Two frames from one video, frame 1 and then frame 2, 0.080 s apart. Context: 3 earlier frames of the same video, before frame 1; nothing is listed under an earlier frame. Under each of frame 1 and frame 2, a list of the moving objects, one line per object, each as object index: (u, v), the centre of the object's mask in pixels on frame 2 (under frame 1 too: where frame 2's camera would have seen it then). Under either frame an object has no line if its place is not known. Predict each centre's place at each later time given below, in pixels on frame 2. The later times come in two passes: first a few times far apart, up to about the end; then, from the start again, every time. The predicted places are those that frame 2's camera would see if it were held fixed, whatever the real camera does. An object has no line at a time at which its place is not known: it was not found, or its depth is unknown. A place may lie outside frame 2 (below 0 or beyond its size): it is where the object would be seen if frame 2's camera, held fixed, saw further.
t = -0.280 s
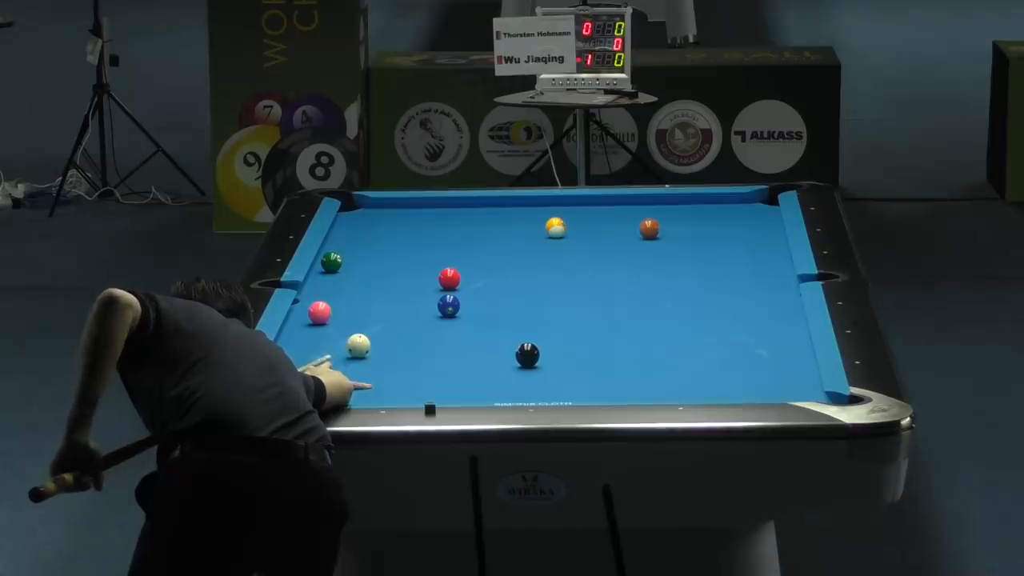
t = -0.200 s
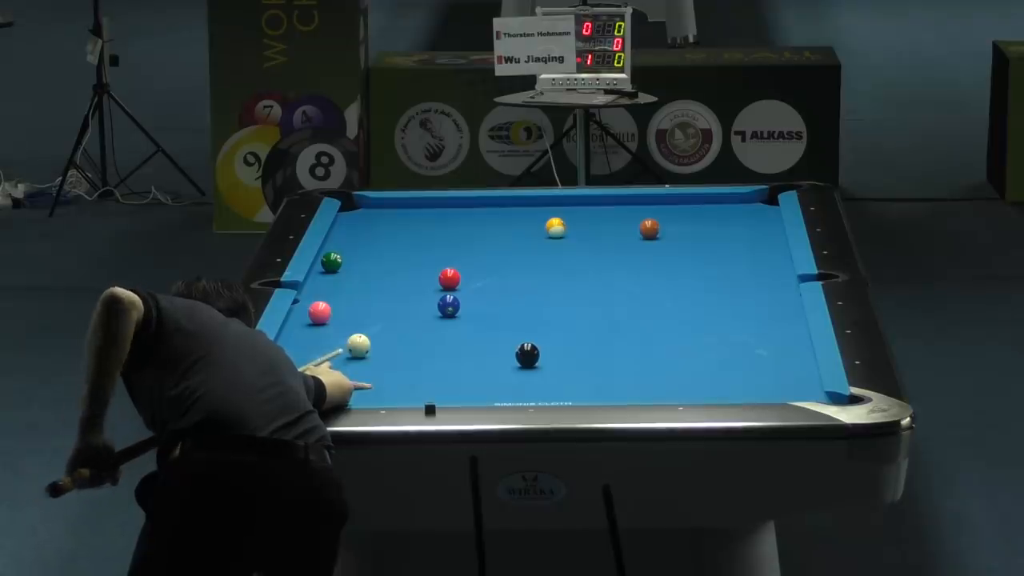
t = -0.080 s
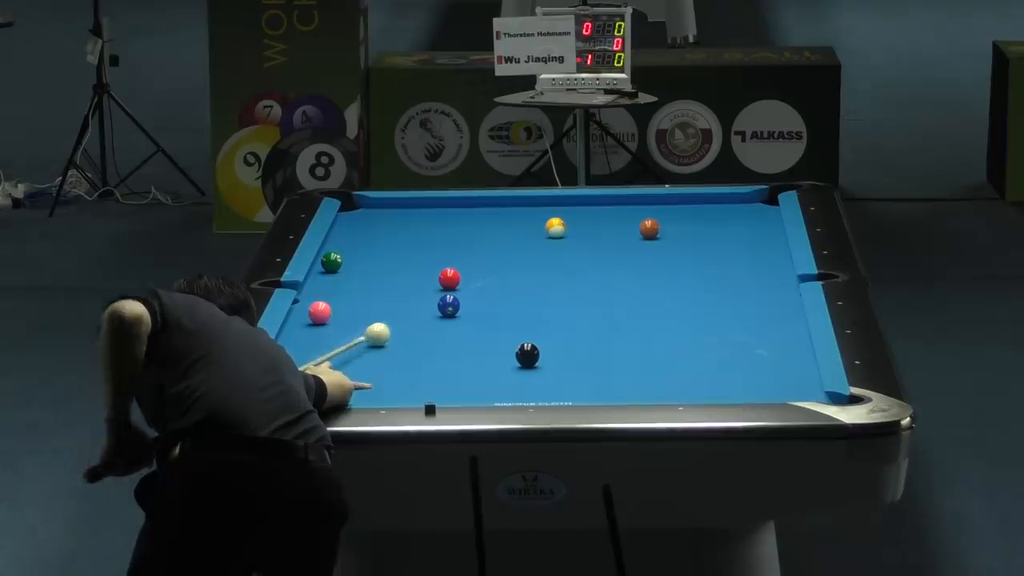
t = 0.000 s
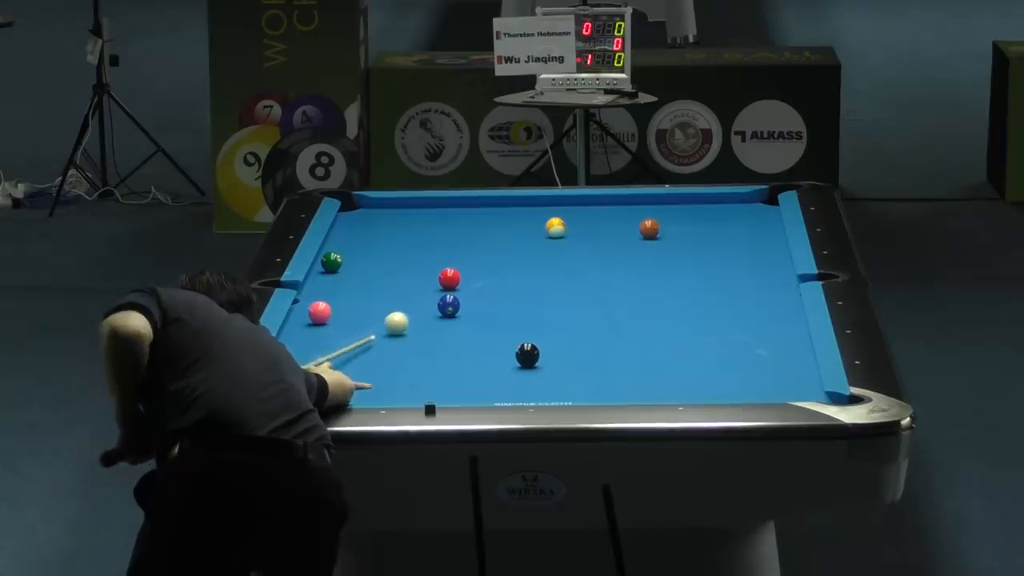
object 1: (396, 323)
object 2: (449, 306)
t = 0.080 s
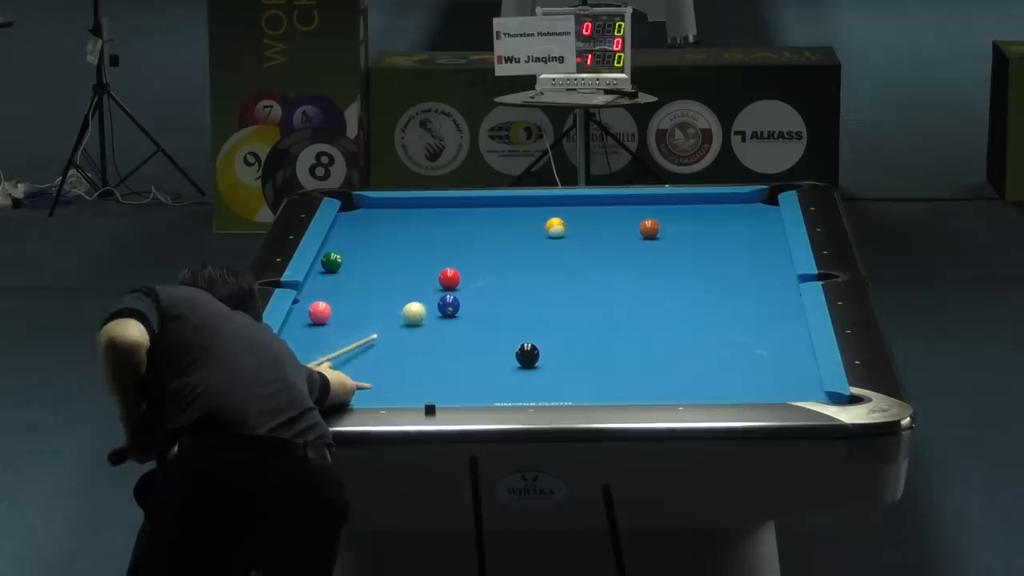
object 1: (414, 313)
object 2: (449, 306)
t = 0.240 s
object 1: (424, 296)
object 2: (470, 305)
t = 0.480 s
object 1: (424, 272)
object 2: (511, 302)
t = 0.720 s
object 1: (426, 250)
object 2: (550, 299)
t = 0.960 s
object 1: (426, 230)
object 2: (587, 297)
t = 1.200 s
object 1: (426, 212)
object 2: (622, 294)
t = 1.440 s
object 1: (419, 206)
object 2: (655, 293)
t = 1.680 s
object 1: (402, 216)
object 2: (687, 291)
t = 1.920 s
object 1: (385, 226)
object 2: (716, 289)
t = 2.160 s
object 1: (367, 236)
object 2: (743, 287)
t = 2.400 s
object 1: (350, 246)
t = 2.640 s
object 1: (335, 251)
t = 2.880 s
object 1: (328, 254)
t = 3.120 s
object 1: (336, 257)
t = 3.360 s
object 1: (341, 260)
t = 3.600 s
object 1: (345, 262)
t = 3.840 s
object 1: (348, 263)
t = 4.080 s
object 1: (350, 264)
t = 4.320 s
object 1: (350, 264)
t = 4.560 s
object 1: (350, 264)
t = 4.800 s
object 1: (350, 264)
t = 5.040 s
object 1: (350, 264)
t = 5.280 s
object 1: (350, 264)
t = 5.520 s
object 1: (350, 264)
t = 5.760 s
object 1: (350, 264)
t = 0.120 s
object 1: (422, 308)
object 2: (449, 306)
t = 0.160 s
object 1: (424, 304)
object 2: (454, 306)
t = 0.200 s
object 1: (424, 300)
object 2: (463, 305)
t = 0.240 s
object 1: (424, 296)
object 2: (470, 305)
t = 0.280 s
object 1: (424, 292)
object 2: (476, 304)
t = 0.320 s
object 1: (424, 288)
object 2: (484, 304)
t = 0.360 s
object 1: (424, 284)
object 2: (491, 303)
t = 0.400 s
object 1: (424, 280)
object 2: (497, 303)
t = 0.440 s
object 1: (425, 276)
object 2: (504, 302)
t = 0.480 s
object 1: (424, 272)
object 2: (511, 302)
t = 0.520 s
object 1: (425, 268)
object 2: (518, 301)
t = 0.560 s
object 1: (425, 265)
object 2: (525, 301)
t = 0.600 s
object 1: (425, 261)
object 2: (531, 300)
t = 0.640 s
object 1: (425, 258)
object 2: (537, 300)
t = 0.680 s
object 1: (425, 254)
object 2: (544, 299)
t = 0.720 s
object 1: (426, 250)
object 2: (550, 299)
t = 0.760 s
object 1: (426, 247)
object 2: (557, 299)
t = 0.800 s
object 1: (426, 243)
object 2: (563, 299)
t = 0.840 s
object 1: (426, 240)
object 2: (569, 298)
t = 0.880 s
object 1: (426, 236)
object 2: (576, 298)
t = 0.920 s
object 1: (426, 233)
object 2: (581, 297)
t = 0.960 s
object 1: (426, 230)
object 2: (587, 297)
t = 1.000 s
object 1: (426, 227)
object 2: (593, 296)
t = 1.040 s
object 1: (426, 224)
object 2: (599, 296)
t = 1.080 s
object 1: (427, 220)
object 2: (605, 296)
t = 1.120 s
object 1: (427, 217)
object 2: (611, 295)
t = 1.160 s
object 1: (426, 214)
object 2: (616, 295)
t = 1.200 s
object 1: (426, 212)
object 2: (622, 294)
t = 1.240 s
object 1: (426, 209)
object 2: (628, 294)
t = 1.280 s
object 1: (426, 206)
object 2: (633, 294)
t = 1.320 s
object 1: (427, 203)
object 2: (639, 294)
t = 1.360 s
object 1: (426, 202)
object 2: (644, 293)
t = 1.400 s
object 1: (422, 204)
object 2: (650, 293)
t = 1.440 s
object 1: (419, 206)
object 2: (655, 293)
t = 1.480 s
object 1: (417, 207)
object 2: (661, 292)
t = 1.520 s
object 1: (414, 209)
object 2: (666, 292)
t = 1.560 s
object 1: (411, 211)
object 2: (671, 291)
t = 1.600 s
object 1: (408, 212)
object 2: (676, 291)
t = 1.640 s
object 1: (405, 214)
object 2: (681, 291)
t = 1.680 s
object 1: (402, 216)
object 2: (687, 291)
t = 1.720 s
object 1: (399, 217)
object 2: (692, 290)
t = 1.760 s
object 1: (396, 219)
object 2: (696, 290)
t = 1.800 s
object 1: (393, 220)
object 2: (701, 289)
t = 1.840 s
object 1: (390, 222)
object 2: (706, 289)
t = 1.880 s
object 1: (388, 224)
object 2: (711, 289)
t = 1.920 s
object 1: (385, 226)
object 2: (716, 289)
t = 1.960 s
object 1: (382, 228)
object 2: (720, 288)
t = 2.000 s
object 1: (379, 229)
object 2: (725, 288)
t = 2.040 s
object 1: (376, 231)
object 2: (729, 288)
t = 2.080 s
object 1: (373, 232)
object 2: (734, 287)
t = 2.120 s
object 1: (370, 234)
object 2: (739, 287)
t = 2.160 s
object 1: (367, 236)
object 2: (743, 287)
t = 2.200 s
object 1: (365, 238)
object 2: (747, 287)
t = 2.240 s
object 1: (361, 239)
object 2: (751, 286)
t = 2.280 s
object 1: (359, 241)
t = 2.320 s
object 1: (356, 243)
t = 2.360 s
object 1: (353, 244)
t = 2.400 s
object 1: (350, 246)
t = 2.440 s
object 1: (348, 248)
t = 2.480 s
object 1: (345, 248)
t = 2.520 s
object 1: (343, 250)
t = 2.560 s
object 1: (342, 250)
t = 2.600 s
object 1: (338, 250)
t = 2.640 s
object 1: (335, 251)
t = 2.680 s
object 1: (331, 251)
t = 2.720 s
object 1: (326, 251)
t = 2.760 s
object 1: (322, 255)
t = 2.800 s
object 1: (323, 256)
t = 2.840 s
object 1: (325, 254)
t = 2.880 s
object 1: (328, 254)
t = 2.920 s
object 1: (329, 255)
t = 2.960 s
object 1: (330, 256)
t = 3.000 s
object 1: (333, 256)
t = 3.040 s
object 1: (334, 256)
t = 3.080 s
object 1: (335, 256)
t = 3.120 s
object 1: (336, 257)
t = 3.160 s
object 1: (337, 257)
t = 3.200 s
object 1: (338, 258)
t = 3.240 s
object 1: (339, 259)
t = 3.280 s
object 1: (340, 259)
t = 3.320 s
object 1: (340, 260)
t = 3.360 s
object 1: (341, 260)
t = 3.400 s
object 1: (342, 261)
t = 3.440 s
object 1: (343, 261)
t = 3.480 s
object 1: (343, 262)
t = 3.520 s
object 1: (344, 262)
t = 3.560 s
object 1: (344, 262)
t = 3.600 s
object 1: (345, 262)
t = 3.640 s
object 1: (345, 262)
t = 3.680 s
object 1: (346, 263)
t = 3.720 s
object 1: (347, 263)
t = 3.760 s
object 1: (347, 263)
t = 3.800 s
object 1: (347, 263)
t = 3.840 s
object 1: (348, 263)
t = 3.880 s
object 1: (348, 263)
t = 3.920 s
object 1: (349, 263)
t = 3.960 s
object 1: (349, 263)
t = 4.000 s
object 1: (349, 263)
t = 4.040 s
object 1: (350, 264)
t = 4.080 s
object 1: (350, 264)
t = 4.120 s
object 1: (350, 264)
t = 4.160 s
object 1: (350, 264)
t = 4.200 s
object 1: (350, 264)
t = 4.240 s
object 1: (350, 264)
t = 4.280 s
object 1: (350, 264)
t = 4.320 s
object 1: (350, 264)
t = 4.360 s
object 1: (350, 264)
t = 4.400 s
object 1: (350, 264)
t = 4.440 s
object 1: (350, 264)
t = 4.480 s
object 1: (350, 264)
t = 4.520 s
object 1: (350, 264)
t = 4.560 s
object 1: (350, 264)
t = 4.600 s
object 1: (350, 264)
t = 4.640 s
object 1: (350, 264)
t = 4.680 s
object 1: (350, 264)
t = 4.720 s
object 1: (350, 264)
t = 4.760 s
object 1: (350, 264)
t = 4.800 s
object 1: (350, 264)
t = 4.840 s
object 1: (350, 264)
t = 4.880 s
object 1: (350, 264)
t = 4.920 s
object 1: (350, 264)
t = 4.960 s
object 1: (350, 264)
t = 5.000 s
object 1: (350, 264)
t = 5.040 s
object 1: (350, 264)
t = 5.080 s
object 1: (350, 264)
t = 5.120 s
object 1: (350, 264)
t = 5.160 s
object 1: (350, 264)
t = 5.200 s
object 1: (350, 264)
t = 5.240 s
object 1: (350, 264)
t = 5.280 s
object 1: (350, 264)
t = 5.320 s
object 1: (350, 264)
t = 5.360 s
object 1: (350, 264)
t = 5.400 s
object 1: (350, 264)
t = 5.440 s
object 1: (350, 264)
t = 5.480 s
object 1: (350, 264)
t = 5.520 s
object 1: (350, 264)
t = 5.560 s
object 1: (350, 264)
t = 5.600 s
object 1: (350, 264)
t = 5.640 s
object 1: (350, 264)
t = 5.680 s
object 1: (350, 264)
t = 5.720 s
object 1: (350, 264)
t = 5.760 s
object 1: (350, 264)
